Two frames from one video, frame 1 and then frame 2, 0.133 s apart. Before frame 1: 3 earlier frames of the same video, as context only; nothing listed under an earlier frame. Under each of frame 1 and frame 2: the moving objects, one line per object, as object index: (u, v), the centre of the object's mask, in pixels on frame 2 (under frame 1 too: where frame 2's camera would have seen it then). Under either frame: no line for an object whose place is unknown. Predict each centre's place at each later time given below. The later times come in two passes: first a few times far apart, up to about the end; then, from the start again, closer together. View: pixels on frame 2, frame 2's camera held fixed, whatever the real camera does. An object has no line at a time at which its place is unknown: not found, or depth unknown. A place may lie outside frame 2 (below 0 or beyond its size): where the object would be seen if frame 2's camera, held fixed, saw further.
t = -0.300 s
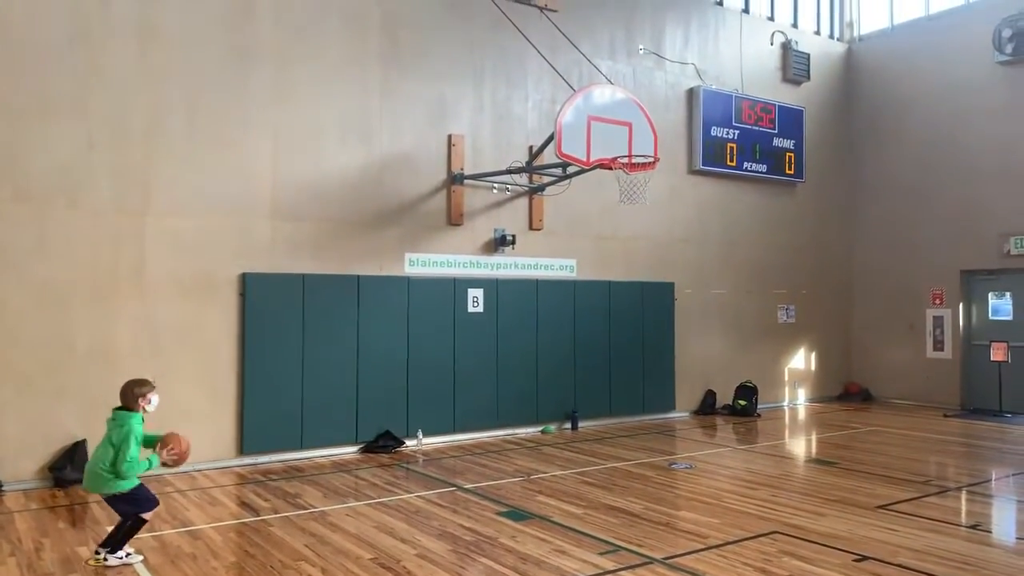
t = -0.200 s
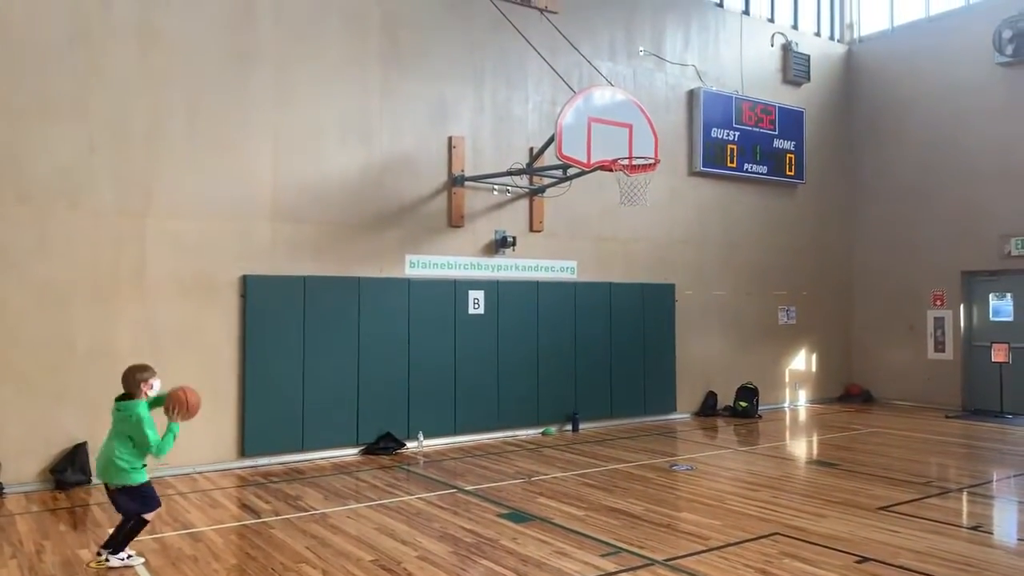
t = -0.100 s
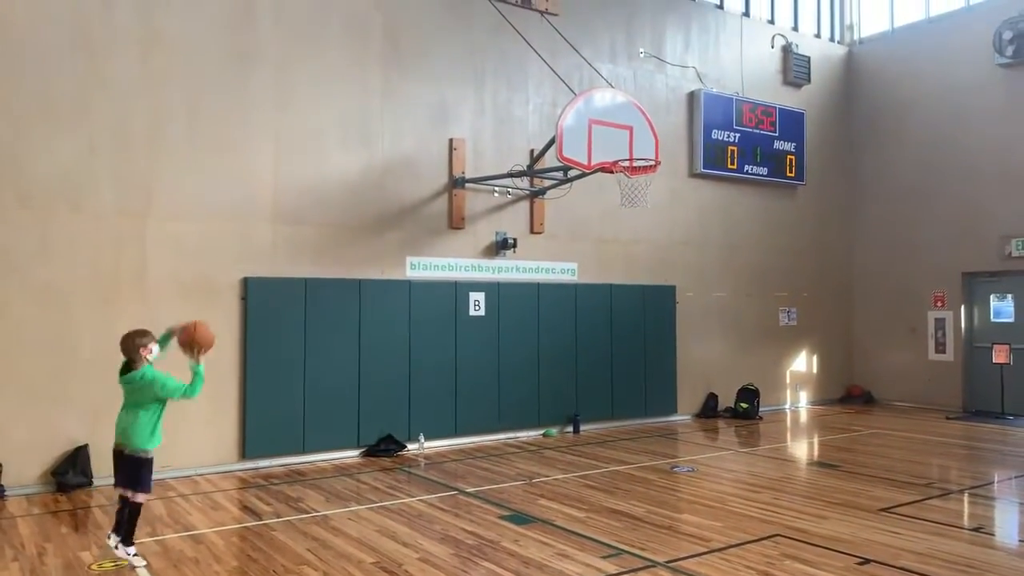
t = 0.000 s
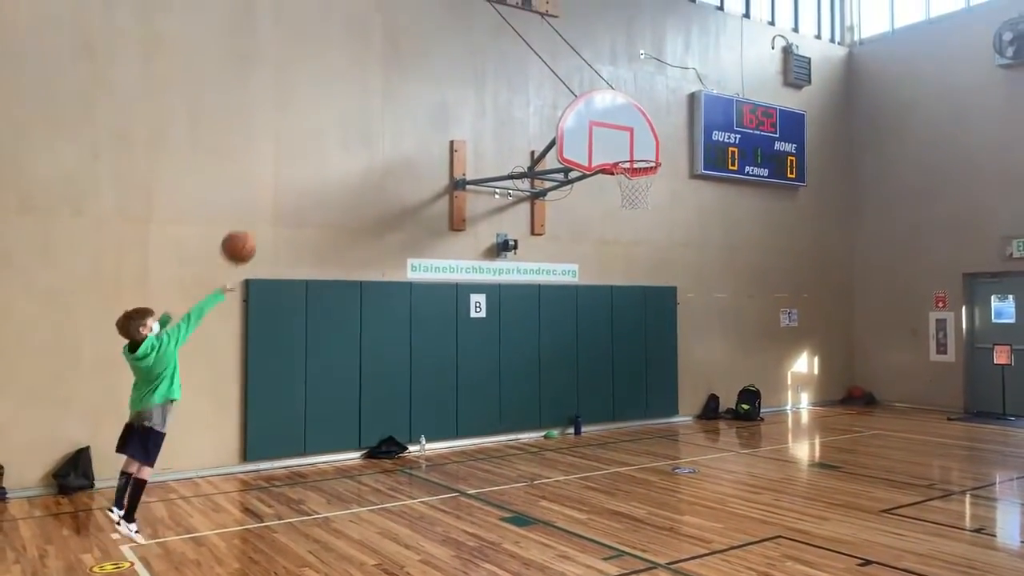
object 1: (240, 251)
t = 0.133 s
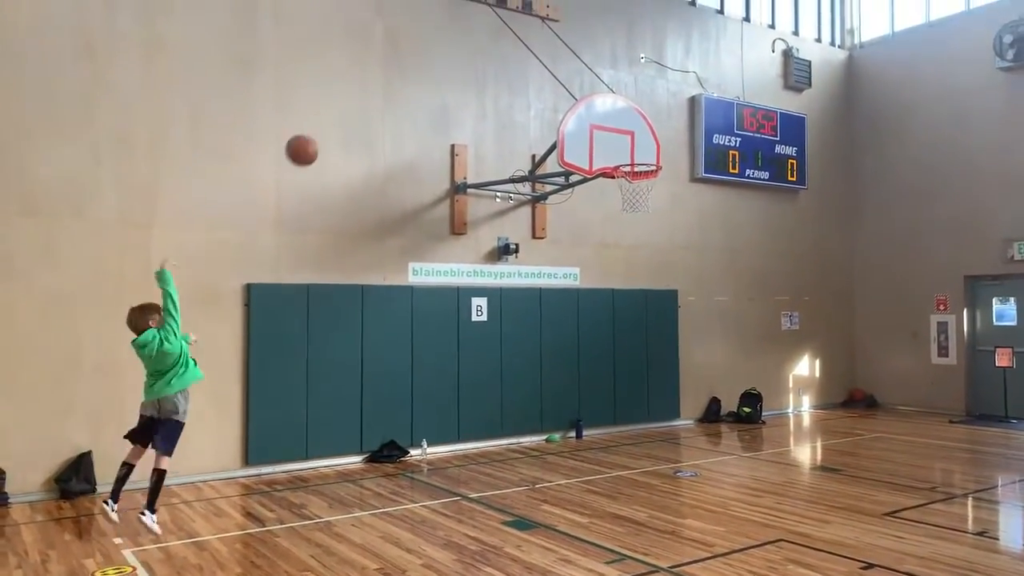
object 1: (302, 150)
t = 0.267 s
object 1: (357, 82)
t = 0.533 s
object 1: (450, 27)
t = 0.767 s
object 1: (519, 49)
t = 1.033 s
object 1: (586, 138)
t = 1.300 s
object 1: (643, 280)
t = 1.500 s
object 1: (680, 416)
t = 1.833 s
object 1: (705, 328)
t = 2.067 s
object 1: (720, 276)
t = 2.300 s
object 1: (735, 273)
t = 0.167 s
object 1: (316, 130)
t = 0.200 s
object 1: (331, 112)
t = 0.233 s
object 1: (344, 96)
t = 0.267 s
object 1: (357, 82)
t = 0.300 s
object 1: (370, 70)
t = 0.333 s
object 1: (382, 59)
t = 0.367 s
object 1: (394, 50)
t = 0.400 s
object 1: (406, 42)
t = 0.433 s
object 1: (418, 36)
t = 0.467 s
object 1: (428, 32)
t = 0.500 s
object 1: (440, 29)
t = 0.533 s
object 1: (450, 27)
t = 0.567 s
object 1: (461, 26)
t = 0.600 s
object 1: (471, 27)
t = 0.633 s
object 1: (481, 29)
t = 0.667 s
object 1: (491, 33)
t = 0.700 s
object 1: (500, 37)
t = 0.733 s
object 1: (510, 43)
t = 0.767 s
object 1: (519, 49)
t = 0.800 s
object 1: (528, 57)
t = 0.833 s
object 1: (537, 66)
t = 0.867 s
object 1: (545, 76)
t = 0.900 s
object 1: (554, 87)
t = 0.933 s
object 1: (562, 98)
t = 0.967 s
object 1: (570, 110)
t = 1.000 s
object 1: (578, 124)
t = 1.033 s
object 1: (586, 138)
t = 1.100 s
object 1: (602, 170)
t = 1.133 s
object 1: (607, 185)
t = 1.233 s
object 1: (629, 240)
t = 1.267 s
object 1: (635, 261)
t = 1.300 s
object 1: (643, 280)
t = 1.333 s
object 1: (651, 301)
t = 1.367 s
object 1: (656, 322)
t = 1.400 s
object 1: (664, 344)
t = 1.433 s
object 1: (669, 367)
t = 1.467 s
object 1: (675, 393)
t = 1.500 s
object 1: (680, 416)
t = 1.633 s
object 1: (694, 414)
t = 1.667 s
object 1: (695, 397)
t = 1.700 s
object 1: (697, 381)
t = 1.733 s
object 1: (699, 366)
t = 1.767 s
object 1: (701, 352)
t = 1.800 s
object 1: (703, 339)
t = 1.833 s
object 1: (705, 328)
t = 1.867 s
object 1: (707, 317)
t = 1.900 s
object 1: (709, 308)
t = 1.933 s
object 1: (712, 299)
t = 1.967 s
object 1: (714, 292)
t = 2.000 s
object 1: (716, 286)
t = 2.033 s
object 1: (718, 281)
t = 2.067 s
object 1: (720, 276)
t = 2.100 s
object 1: (723, 273)
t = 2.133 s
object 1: (725, 270)
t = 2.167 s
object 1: (727, 269)
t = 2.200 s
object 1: (729, 269)
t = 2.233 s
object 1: (731, 269)
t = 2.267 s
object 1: (733, 271)
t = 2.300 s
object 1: (735, 273)
